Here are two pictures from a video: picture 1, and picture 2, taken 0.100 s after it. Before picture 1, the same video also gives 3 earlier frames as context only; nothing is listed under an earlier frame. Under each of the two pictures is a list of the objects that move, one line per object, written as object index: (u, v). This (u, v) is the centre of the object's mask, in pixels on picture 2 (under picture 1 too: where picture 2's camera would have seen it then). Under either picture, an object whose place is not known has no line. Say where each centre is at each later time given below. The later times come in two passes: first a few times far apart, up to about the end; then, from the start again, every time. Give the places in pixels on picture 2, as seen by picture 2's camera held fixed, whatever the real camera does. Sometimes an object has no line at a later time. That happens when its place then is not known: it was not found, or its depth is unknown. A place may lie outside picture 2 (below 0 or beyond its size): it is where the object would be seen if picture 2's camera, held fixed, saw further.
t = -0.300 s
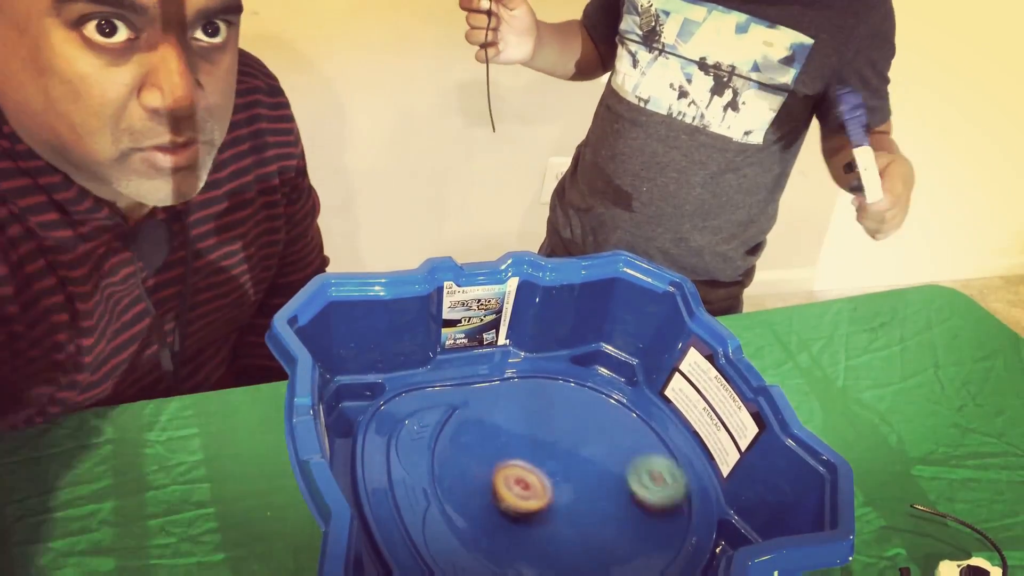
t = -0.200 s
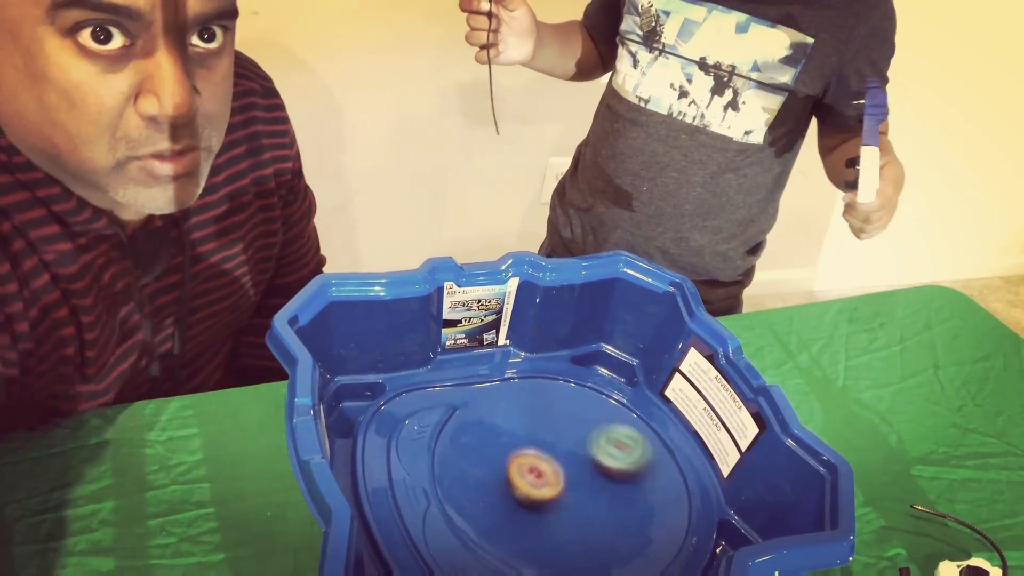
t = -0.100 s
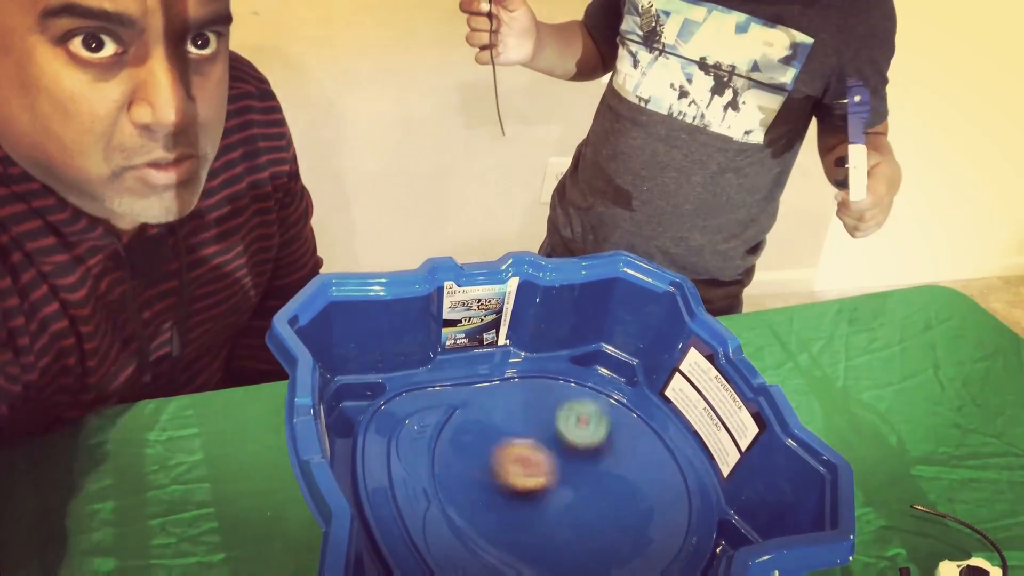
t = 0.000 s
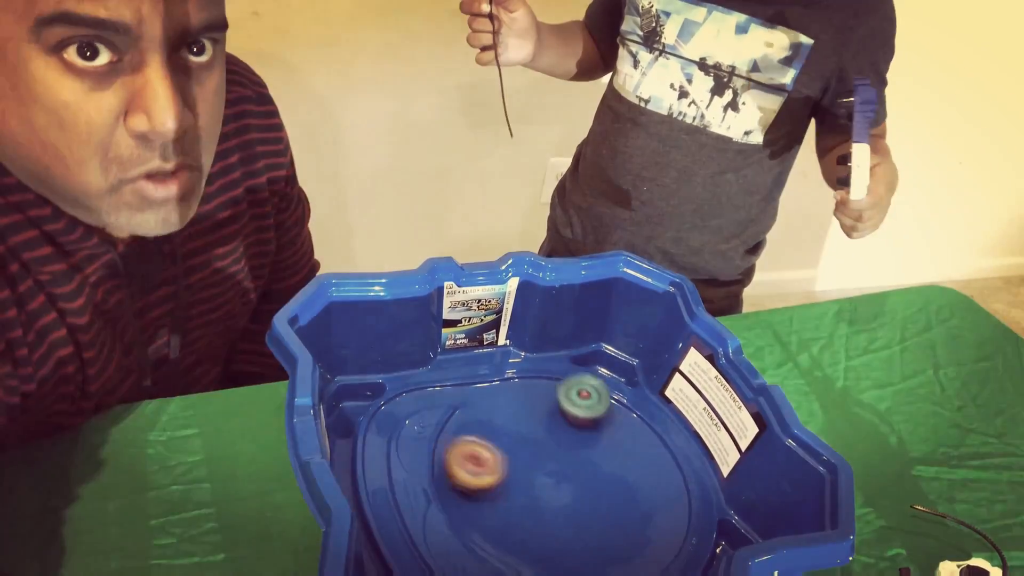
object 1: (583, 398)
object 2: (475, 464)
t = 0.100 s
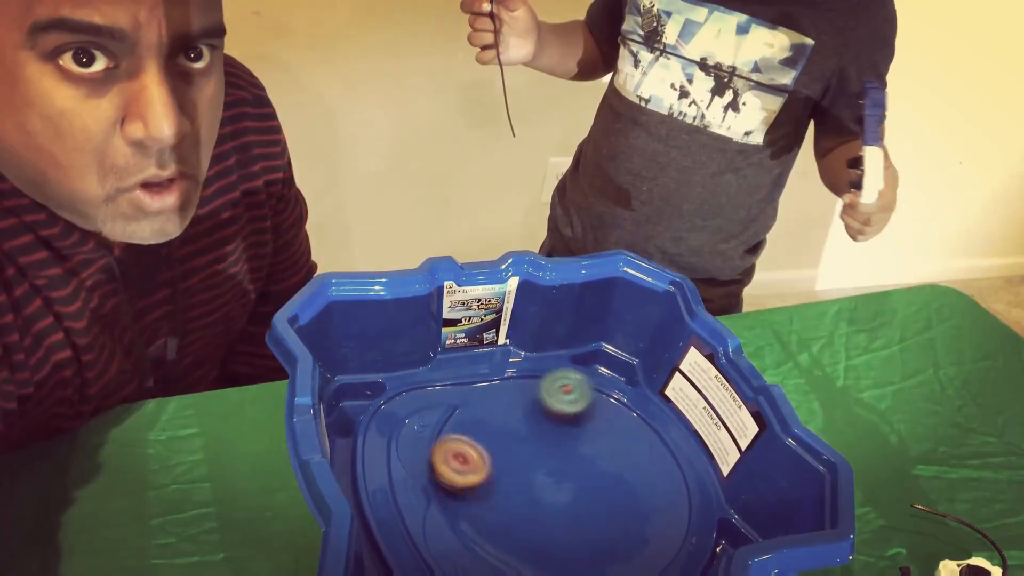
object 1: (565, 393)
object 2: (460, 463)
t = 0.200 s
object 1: (532, 414)
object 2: (475, 473)
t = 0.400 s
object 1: (559, 470)
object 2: (504, 518)
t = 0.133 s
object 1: (555, 397)
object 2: (462, 466)
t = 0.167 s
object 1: (544, 403)
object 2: (468, 470)
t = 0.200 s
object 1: (532, 414)
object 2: (475, 473)
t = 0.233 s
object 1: (522, 427)
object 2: (484, 474)
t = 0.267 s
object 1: (518, 440)
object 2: (489, 480)
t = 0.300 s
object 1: (525, 448)
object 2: (488, 491)
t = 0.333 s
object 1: (536, 456)
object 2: (491, 503)
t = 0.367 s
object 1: (548, 463)
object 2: (497, 510)
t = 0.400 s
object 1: (559, 470)
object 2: (504, 518)
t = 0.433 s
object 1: (570, 479)
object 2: (514, 523)
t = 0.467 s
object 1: (581, 488)
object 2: (525, 525)
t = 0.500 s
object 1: (594, 497)
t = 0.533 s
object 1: (608, 503)
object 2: (549, 523)
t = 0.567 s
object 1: (624, 507)
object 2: (561, 518)
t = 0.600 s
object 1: (643, 509)
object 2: (567, 511)
